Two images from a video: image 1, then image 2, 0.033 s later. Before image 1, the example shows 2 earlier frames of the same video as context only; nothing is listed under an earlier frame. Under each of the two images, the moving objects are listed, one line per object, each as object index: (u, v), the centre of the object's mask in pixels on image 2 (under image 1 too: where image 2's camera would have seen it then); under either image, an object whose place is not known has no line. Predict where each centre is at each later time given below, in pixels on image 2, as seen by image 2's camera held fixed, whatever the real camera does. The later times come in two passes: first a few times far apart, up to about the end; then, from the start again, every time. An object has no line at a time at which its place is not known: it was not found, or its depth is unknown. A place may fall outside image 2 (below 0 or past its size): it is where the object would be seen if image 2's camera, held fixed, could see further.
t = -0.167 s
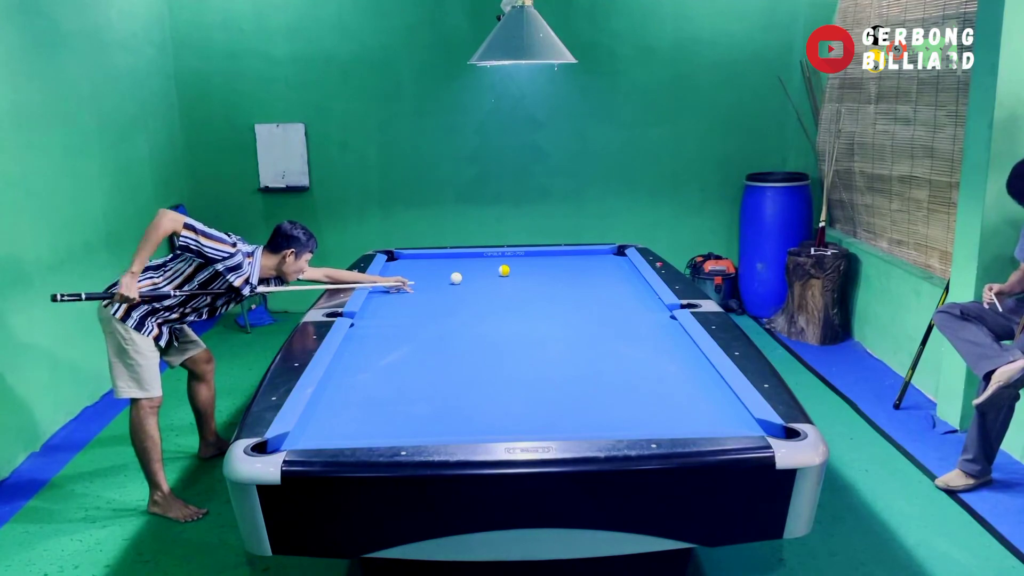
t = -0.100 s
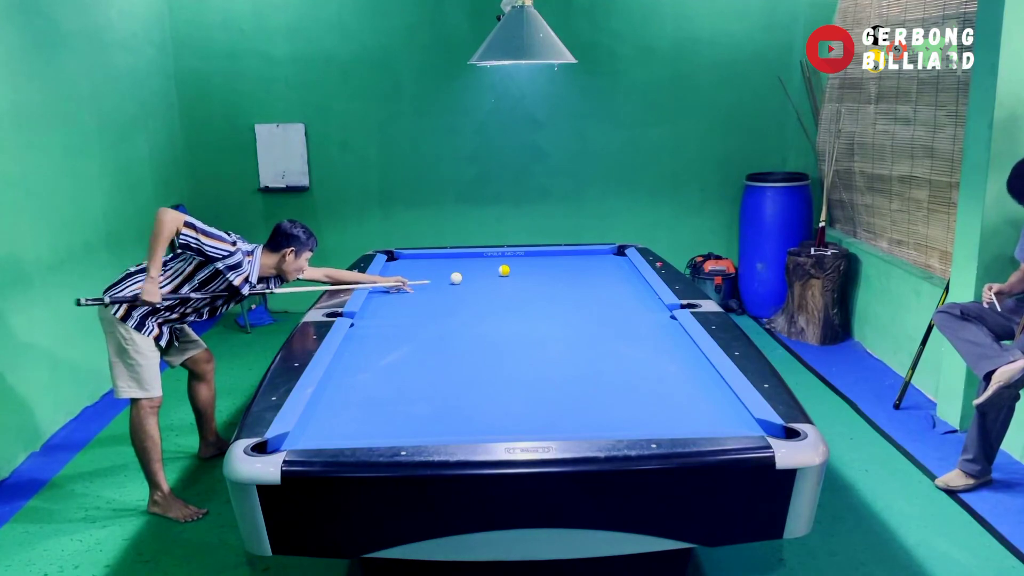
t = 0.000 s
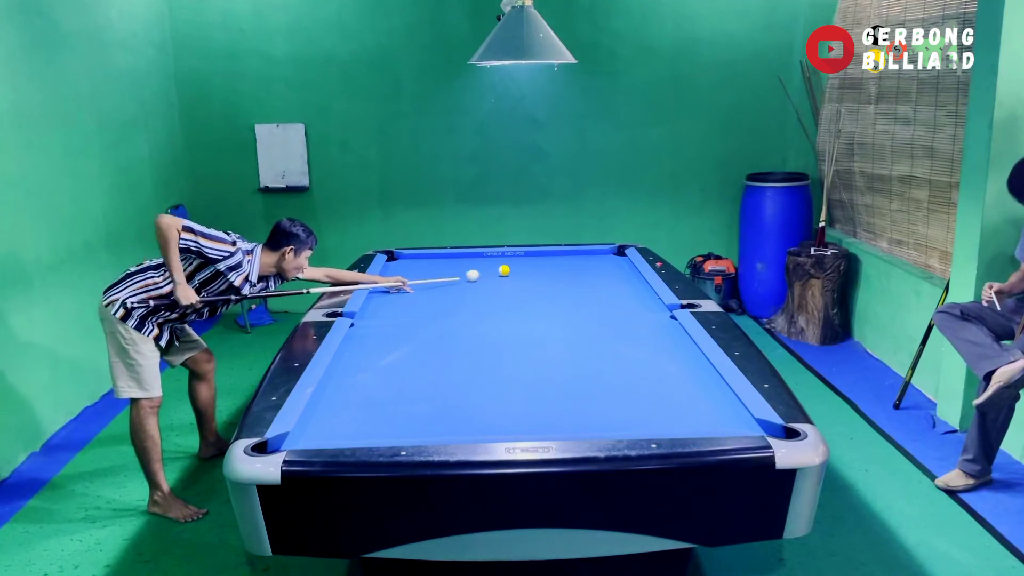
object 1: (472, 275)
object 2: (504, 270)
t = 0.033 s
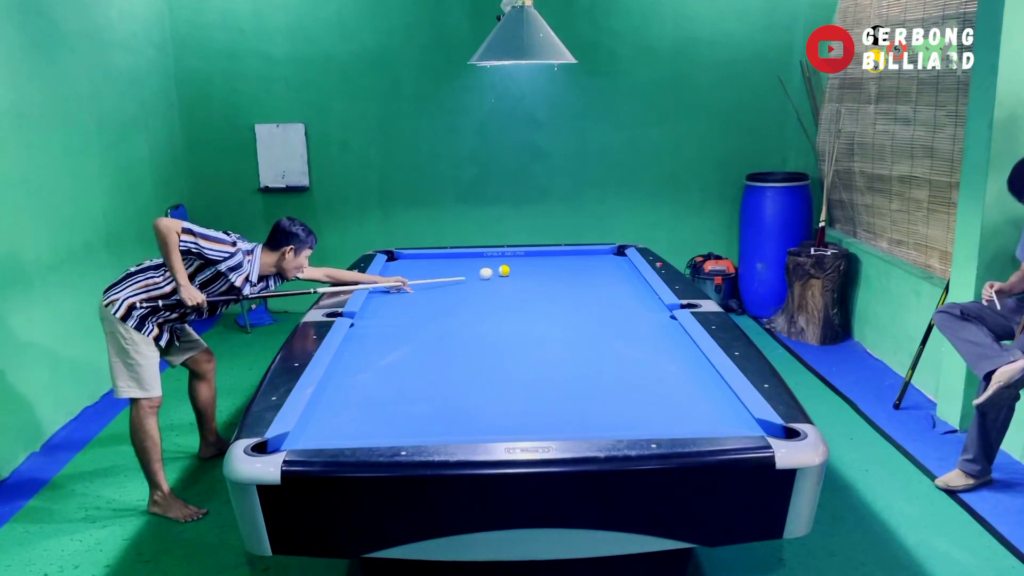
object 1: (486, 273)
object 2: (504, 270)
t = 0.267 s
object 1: (499, 272)
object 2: (565, 260)
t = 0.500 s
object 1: (503, 272)
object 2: (615, 251)
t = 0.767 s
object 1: (506, 272)
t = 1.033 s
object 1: (509, 272)
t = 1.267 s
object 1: (509, 272)
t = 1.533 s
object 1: (509, 272)
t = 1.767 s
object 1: (509, 272)
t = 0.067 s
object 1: (495, 272)
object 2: (507, 270)
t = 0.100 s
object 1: (496, 272)
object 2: (518, 268)
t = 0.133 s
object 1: (496, 272)
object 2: (529, 266)
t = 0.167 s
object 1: (497, 272)
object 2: (539, 264)
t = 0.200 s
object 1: (498, 272)
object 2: (548, 263)
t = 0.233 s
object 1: (498, 272)
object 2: (557, 261)
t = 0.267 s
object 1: (499, 272)
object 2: (565, 260)
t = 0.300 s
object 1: (500, 272)
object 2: (573, 258)
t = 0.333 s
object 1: (500, 272)
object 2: (580, 257)
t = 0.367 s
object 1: (501, 272)
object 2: (587, 256)
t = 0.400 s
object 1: (501, 272)
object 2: (595, 255)
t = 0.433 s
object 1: (502, 272)
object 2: (602, 253)
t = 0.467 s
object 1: (503, 272)
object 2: (609, 252)
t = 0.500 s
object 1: (503, 272)
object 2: (615, 251)
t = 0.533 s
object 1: (504, 272)
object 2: (622, 250)
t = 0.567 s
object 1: (504, 272)
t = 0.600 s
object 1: (504, 272)
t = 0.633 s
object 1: (505, 272)
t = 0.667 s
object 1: (505, 272)
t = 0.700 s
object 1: (506, 272)
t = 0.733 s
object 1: (506, 272)
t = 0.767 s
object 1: (506, 272)
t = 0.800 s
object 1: (507, 272)
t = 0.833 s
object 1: (507, 272)
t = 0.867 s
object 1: (507, 272)
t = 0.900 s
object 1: (508, 272)
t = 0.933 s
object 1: (508, 272)
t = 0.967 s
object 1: (508, 272)
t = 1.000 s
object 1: (508, 272)
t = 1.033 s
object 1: (509, 272)
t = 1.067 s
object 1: (509, 272)
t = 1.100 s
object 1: (509, 272)
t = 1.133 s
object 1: (509, 272)
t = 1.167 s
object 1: (509, 272)
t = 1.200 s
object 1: (509, 272)
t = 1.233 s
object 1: (509, 272)
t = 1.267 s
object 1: (509, 272)
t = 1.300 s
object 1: (509, 272)
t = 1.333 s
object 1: (509, 272)
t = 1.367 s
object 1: (509, 272)
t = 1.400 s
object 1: (509, 272)
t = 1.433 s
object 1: (509, 272)
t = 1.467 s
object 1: (509, 272)
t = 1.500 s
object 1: (509, 272)
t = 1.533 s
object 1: (509, 272)
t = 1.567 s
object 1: (509, 272)
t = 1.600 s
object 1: (509, 272)
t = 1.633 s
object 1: (509, 272)
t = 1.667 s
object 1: (509, 272)
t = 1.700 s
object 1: (509, 272)
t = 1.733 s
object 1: (509, 272)
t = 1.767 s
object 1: (509, 272)
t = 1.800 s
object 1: (509, 272)
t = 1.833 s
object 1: (509, 272)
